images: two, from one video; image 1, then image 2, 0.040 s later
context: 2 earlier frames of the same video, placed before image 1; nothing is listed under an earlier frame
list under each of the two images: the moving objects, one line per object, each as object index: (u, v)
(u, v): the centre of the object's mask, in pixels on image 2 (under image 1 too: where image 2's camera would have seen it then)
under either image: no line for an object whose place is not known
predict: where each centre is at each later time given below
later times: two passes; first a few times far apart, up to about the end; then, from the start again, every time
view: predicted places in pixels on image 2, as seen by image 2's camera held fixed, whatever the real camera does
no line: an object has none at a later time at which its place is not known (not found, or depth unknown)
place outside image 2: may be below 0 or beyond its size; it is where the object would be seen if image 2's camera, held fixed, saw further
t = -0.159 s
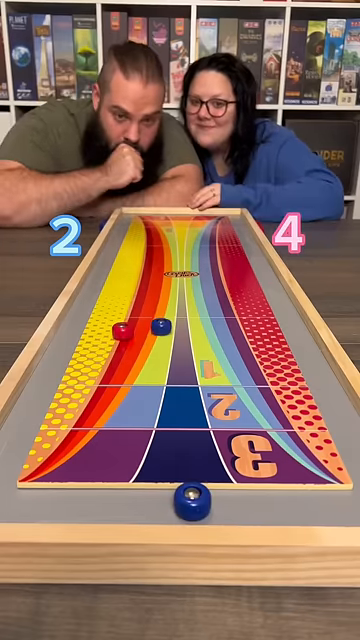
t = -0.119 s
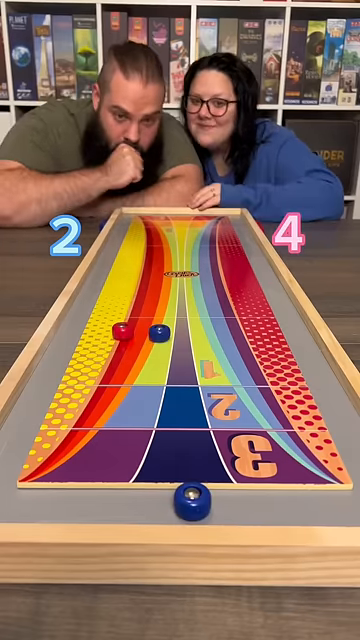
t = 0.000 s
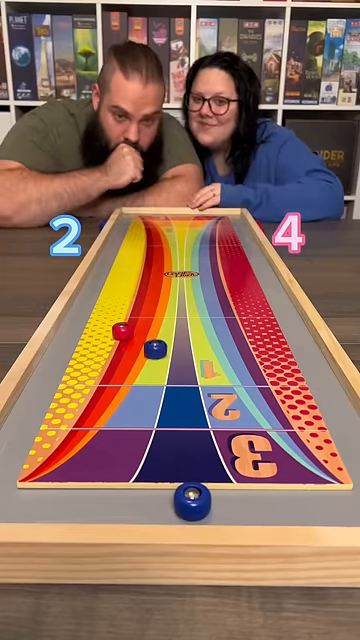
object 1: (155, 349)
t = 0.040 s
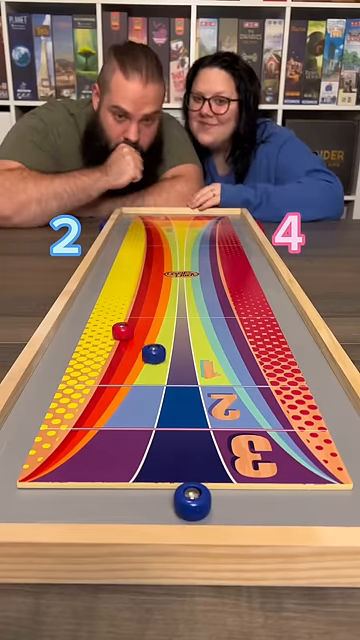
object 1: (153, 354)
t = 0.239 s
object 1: (144, 383)
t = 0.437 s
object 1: (134, 413)
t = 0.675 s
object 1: (122, 447)
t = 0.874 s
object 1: (114, 471)
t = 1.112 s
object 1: (107, 495)
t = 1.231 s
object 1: (106, 497)
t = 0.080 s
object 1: (152, 358)
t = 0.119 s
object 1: (150, 365)
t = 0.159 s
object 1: (148, 370)
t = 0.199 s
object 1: (146, 378)
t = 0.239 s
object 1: (144, 383)
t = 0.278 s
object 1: (142, 388)
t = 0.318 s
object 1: (140, 395)
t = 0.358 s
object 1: (138, 400)
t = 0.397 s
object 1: (136, 405)
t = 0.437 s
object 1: (134, 413)
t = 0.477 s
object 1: (132, 418)
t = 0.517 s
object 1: (129, 425)
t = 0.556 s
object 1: (128, 430)
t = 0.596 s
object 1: (127, 435)
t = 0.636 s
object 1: (124, 442)
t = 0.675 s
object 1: (122, 447)
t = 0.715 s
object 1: (120, 455)
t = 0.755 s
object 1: (119, 458)
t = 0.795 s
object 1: (118, 462)
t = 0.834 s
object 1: (115, 467)
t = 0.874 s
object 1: (114, 471)
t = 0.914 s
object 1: (113, 476)
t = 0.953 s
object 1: (110, 486)
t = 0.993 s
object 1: (110, 490)
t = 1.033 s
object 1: (108, 493)
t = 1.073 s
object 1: (108, 494)
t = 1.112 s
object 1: (107, 495)
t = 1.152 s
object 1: (106, 497)
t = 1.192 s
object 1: (106, 497)
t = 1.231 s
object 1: (106, 497)
